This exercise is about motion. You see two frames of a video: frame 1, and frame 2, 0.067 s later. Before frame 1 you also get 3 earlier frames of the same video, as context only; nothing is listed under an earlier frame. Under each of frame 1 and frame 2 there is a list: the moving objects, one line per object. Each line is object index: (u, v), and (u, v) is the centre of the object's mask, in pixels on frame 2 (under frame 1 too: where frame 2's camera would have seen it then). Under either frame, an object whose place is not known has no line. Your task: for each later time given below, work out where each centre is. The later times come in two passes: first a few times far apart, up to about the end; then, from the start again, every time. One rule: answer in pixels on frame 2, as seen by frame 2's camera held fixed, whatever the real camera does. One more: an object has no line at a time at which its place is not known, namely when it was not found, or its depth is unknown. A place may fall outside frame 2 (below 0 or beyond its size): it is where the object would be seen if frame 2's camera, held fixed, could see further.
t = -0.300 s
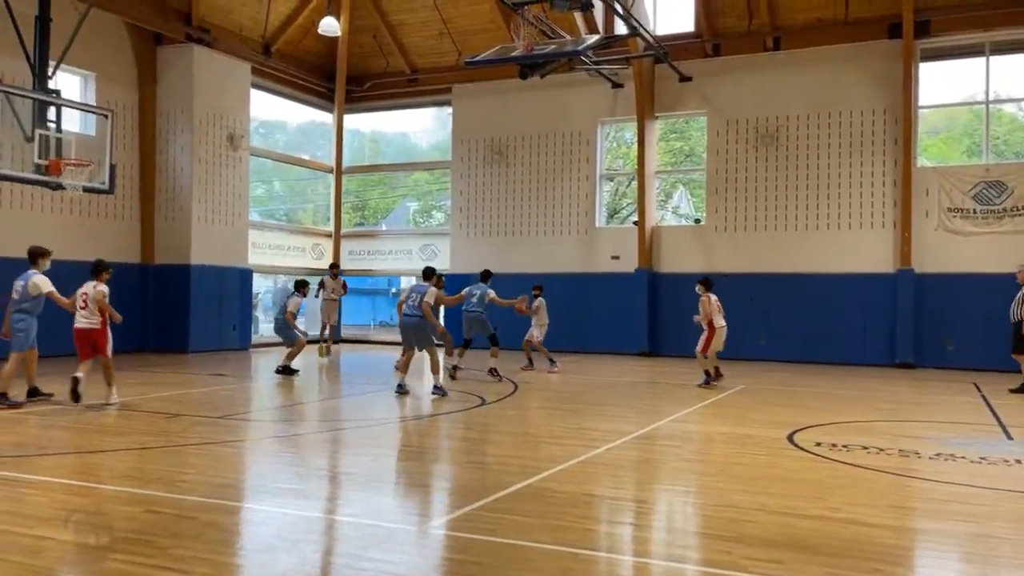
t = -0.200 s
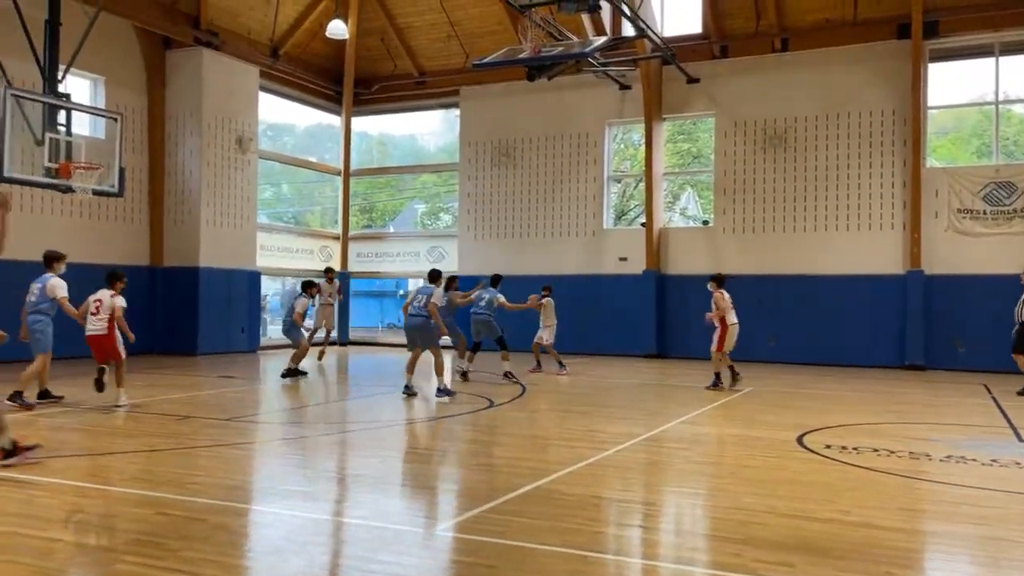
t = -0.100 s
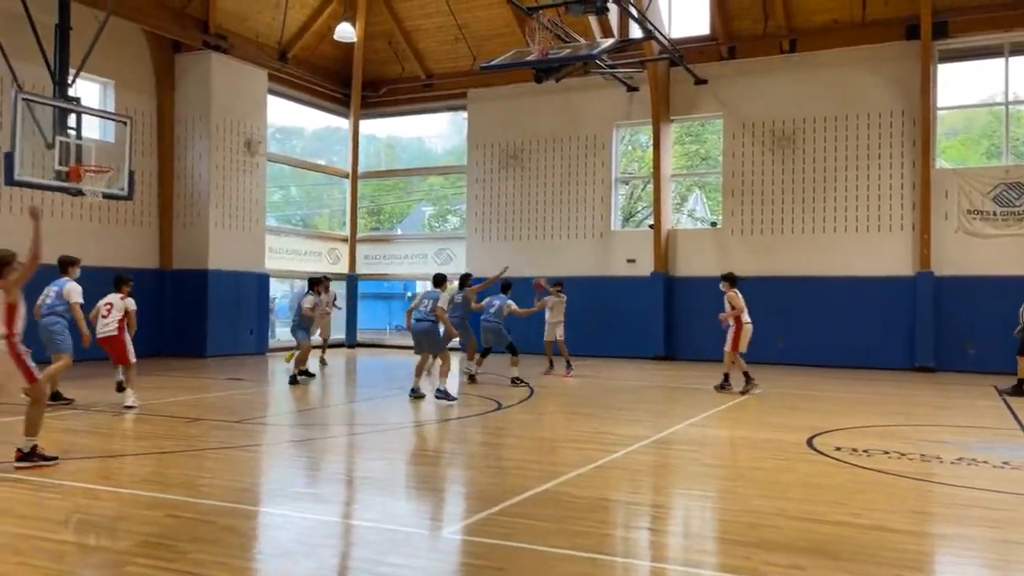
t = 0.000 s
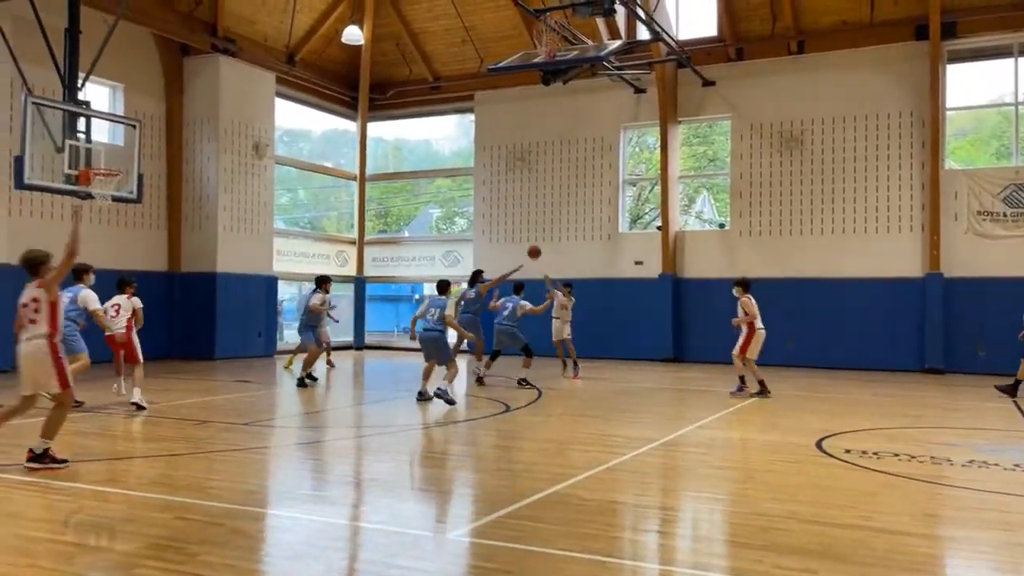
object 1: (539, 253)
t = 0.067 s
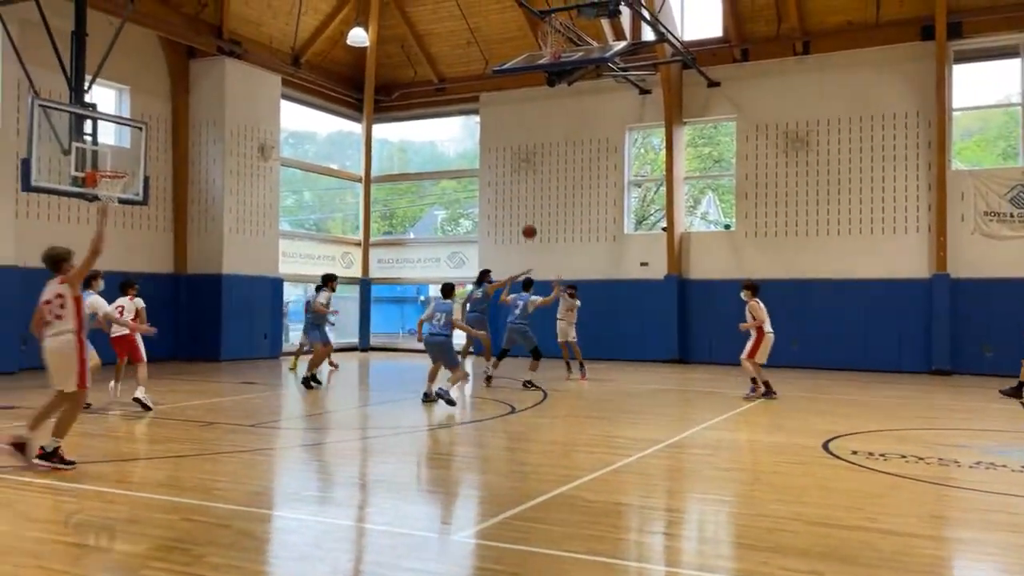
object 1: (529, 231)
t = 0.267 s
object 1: (495, 174)
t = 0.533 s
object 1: (436, 122)
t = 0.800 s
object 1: (352, 116)
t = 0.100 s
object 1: (524, 221)
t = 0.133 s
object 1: (518, 210)
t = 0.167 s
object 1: (513, 201)
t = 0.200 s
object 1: (507, 192)
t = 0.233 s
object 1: (501, 183)
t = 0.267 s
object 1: (495, 174)
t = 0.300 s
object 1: (489, 165)
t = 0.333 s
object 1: (482, 158)
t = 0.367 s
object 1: (475, 151)
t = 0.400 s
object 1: (468, 144)
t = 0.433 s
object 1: (460, 137)
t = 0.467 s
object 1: (453, 132)
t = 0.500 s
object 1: (444, 127)
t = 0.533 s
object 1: (436, 122)
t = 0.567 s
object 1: (427, 120)
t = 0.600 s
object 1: (417, 115)
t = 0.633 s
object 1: (408, 113)
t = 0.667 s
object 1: (398, 112)
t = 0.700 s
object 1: (387, 111)
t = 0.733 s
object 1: (378, 111)
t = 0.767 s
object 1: (366, 114)
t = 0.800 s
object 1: (352, 116)
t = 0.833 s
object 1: (339, 121)
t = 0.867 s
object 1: (325, 126)
